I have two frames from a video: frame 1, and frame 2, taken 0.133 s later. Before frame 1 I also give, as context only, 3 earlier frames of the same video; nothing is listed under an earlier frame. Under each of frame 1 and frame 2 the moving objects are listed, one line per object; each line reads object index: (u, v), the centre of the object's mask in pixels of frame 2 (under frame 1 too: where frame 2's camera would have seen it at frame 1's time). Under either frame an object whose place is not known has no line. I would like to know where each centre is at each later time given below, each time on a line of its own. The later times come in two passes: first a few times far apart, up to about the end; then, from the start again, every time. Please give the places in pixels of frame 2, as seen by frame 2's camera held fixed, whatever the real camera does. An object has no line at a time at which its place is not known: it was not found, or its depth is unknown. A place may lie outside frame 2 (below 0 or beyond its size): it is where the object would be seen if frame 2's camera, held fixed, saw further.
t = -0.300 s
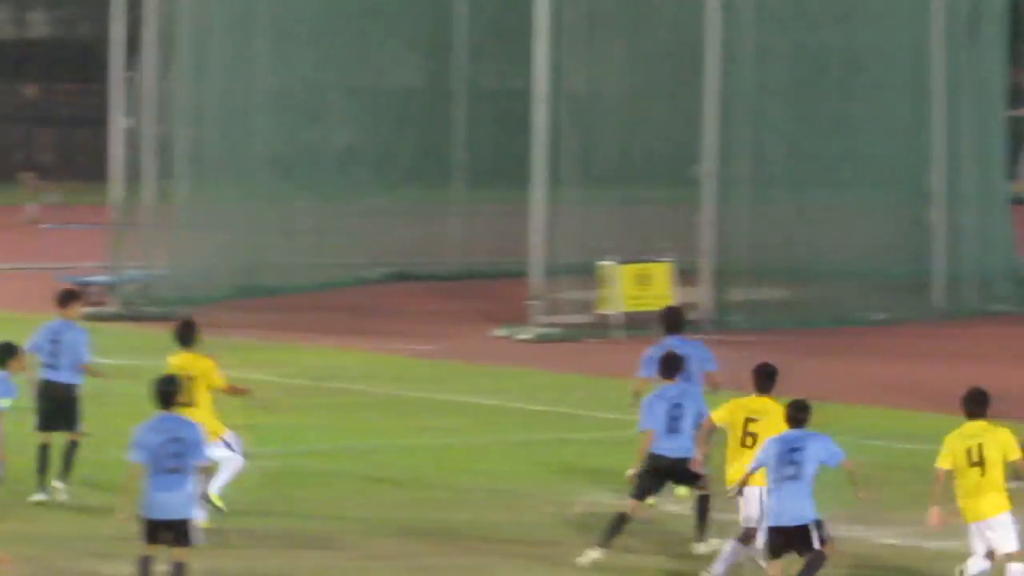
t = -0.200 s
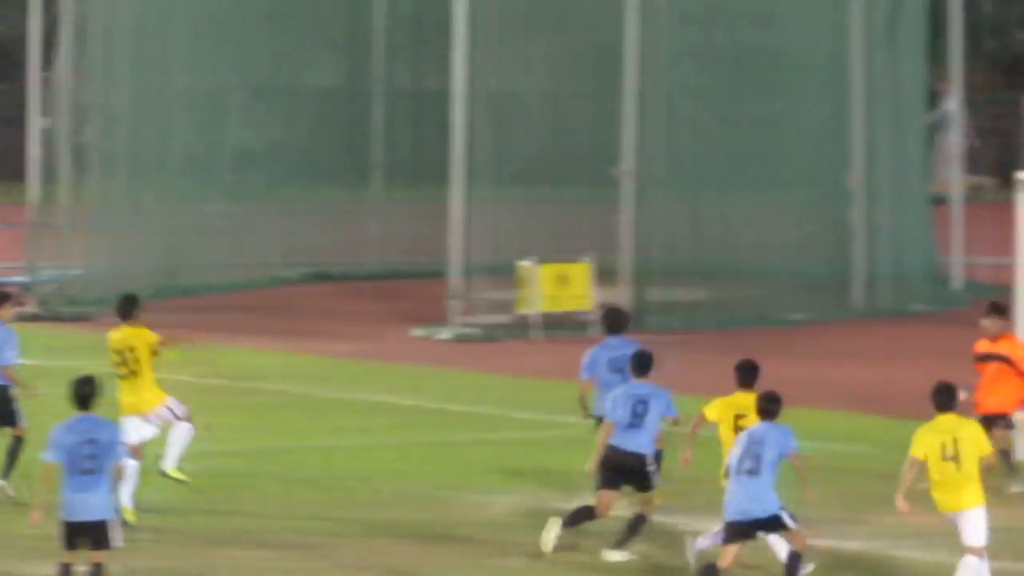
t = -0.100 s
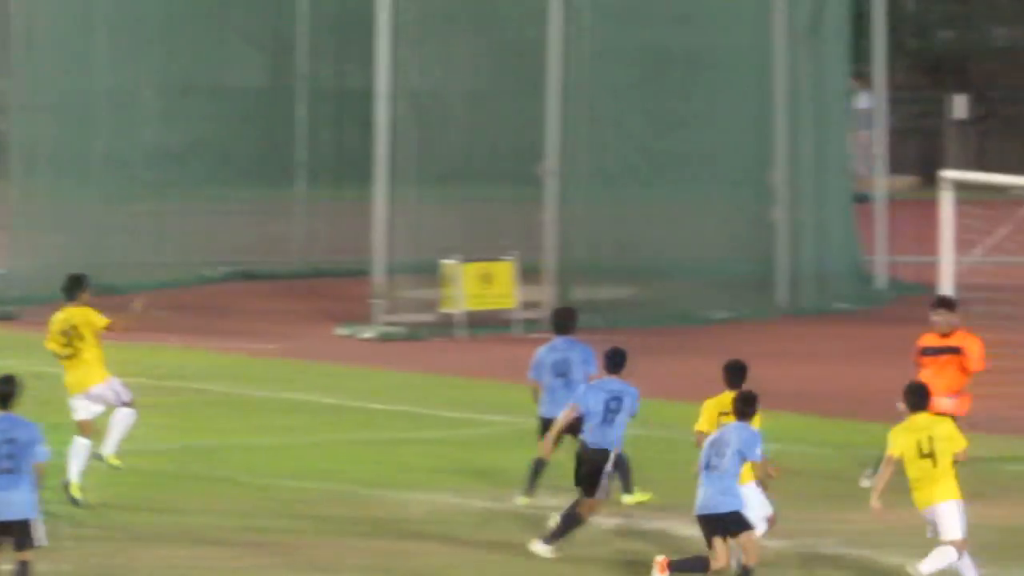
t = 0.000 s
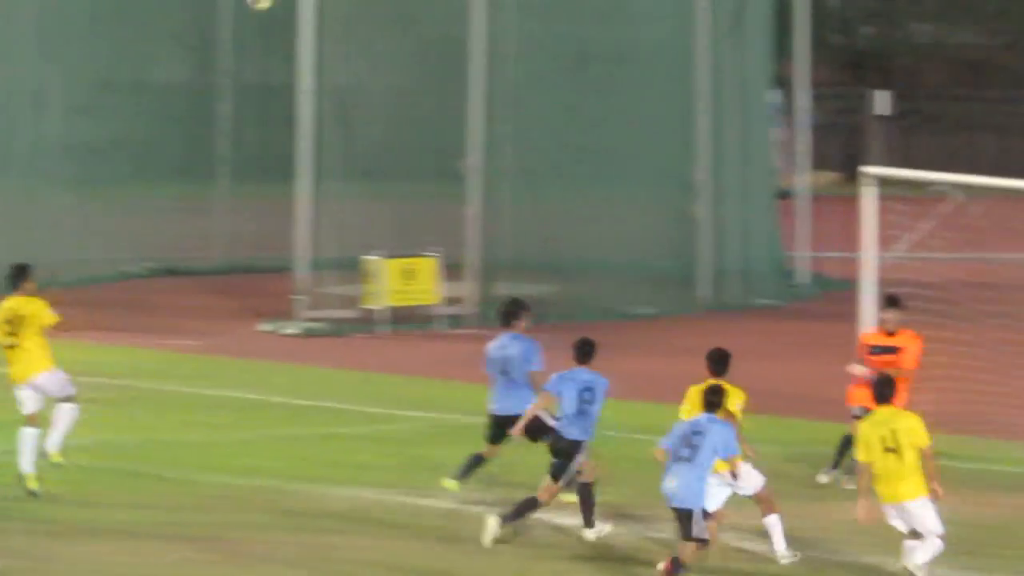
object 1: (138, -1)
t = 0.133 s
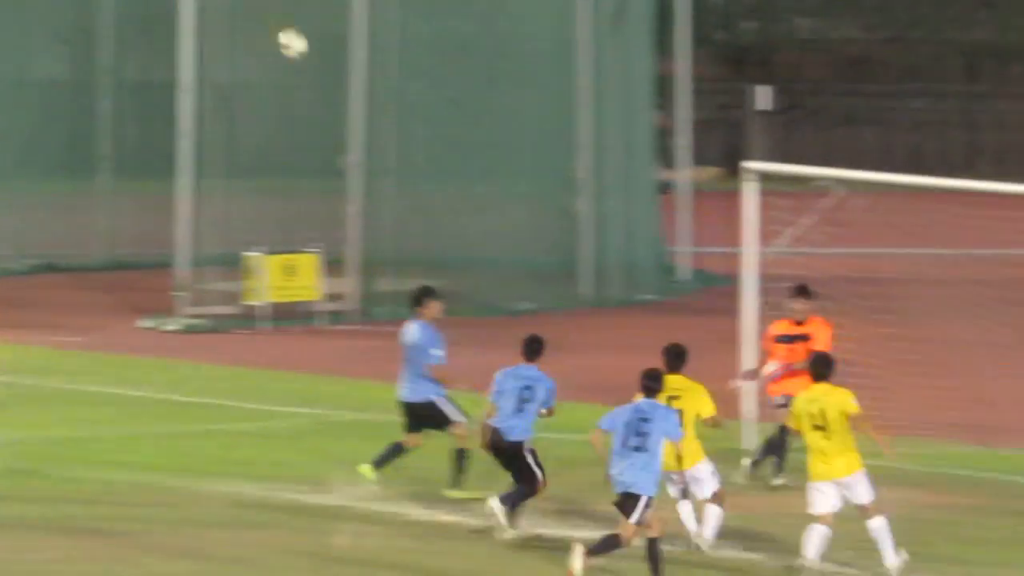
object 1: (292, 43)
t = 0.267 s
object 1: (451, 116)
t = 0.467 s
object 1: (694, 264)
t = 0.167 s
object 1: (332, 59)
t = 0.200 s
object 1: (371, 77)
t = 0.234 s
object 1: (410, 95)
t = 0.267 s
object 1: (451, 116)
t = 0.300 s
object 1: (490, 137)
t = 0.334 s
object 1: (530, 159)
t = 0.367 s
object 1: (570, 185)
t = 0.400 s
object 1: (610, 209)
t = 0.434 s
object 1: (651, 236)
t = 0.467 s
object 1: (694, 264)
